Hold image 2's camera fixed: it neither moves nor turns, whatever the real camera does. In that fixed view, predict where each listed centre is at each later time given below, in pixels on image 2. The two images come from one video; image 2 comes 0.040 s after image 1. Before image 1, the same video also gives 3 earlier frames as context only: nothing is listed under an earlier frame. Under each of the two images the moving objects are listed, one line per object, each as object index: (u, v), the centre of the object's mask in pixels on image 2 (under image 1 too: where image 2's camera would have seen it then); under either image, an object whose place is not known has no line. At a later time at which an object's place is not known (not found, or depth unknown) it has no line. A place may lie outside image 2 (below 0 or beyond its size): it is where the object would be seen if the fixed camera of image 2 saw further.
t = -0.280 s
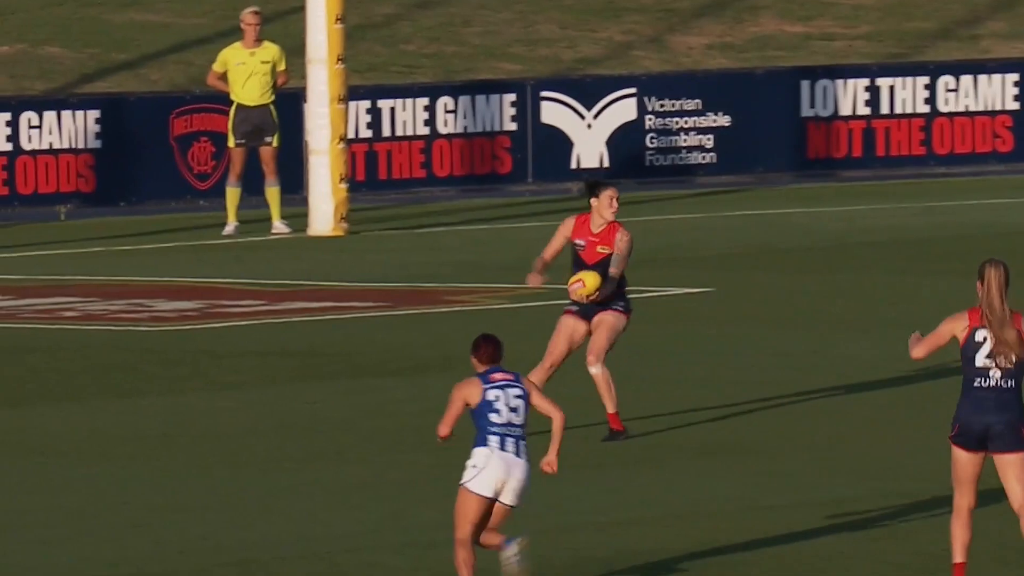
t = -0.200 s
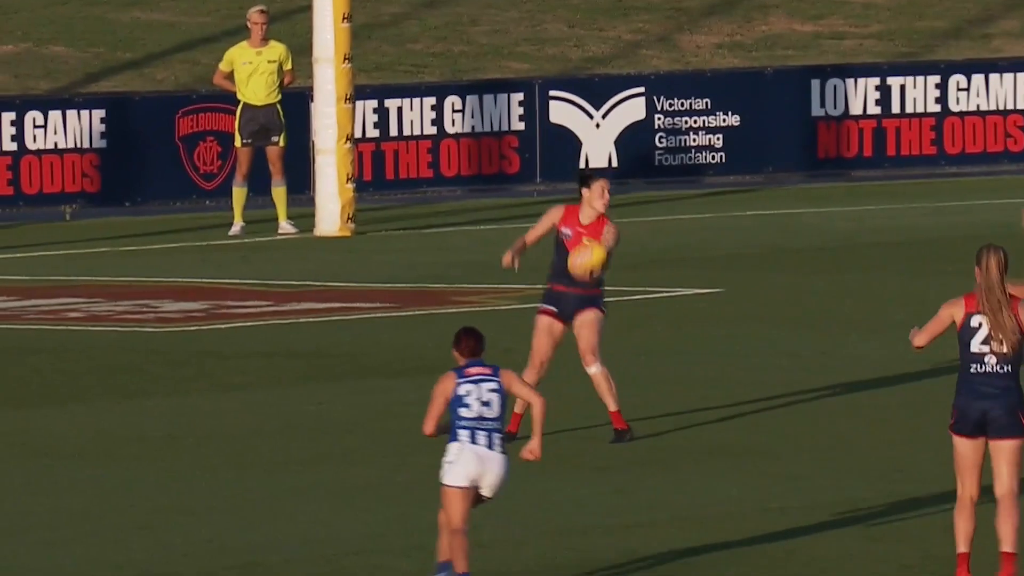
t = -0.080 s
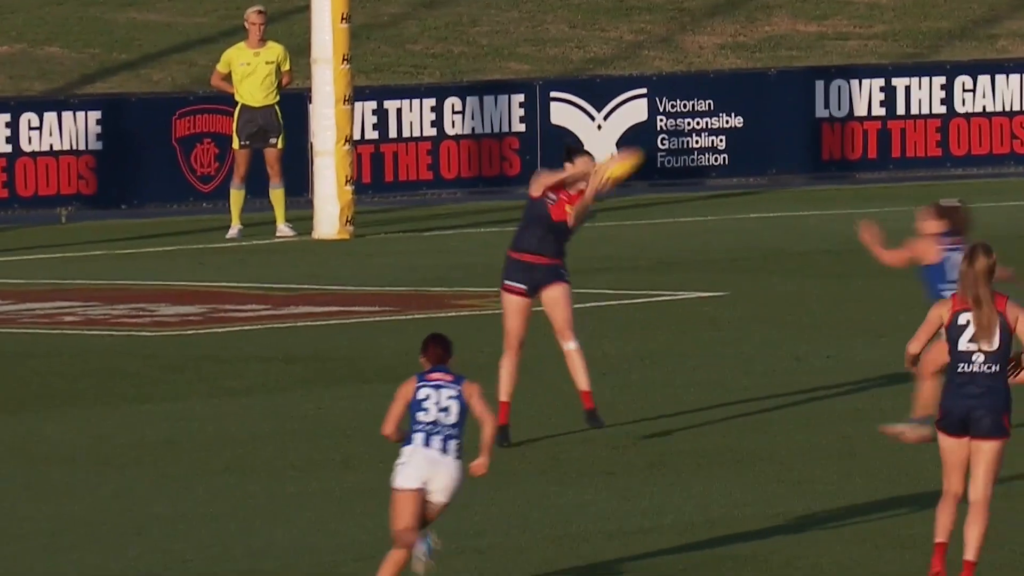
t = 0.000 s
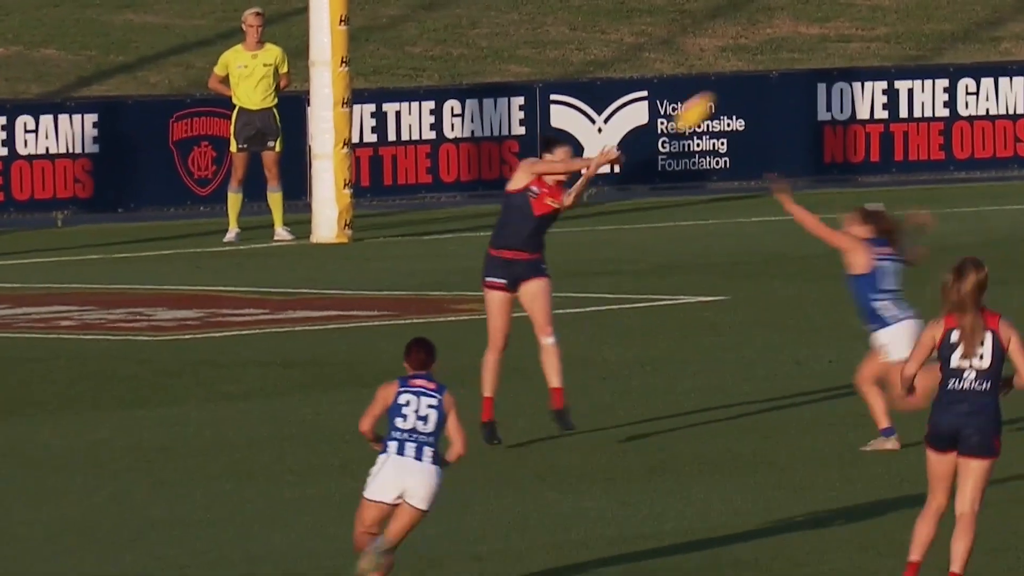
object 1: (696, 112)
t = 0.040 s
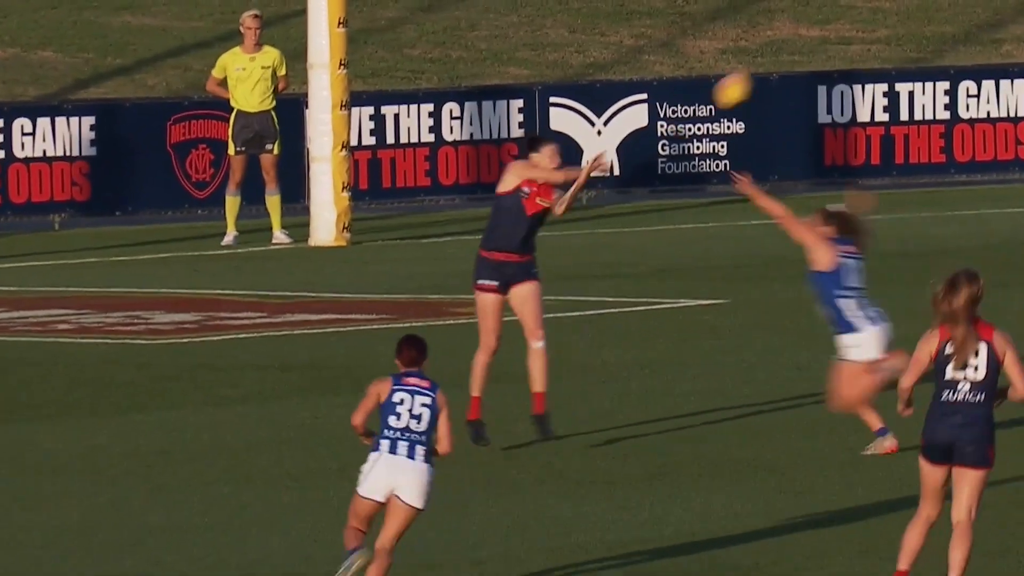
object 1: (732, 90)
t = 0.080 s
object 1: (771, 68)
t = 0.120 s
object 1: (808, 45)
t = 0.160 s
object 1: (844, 28)
